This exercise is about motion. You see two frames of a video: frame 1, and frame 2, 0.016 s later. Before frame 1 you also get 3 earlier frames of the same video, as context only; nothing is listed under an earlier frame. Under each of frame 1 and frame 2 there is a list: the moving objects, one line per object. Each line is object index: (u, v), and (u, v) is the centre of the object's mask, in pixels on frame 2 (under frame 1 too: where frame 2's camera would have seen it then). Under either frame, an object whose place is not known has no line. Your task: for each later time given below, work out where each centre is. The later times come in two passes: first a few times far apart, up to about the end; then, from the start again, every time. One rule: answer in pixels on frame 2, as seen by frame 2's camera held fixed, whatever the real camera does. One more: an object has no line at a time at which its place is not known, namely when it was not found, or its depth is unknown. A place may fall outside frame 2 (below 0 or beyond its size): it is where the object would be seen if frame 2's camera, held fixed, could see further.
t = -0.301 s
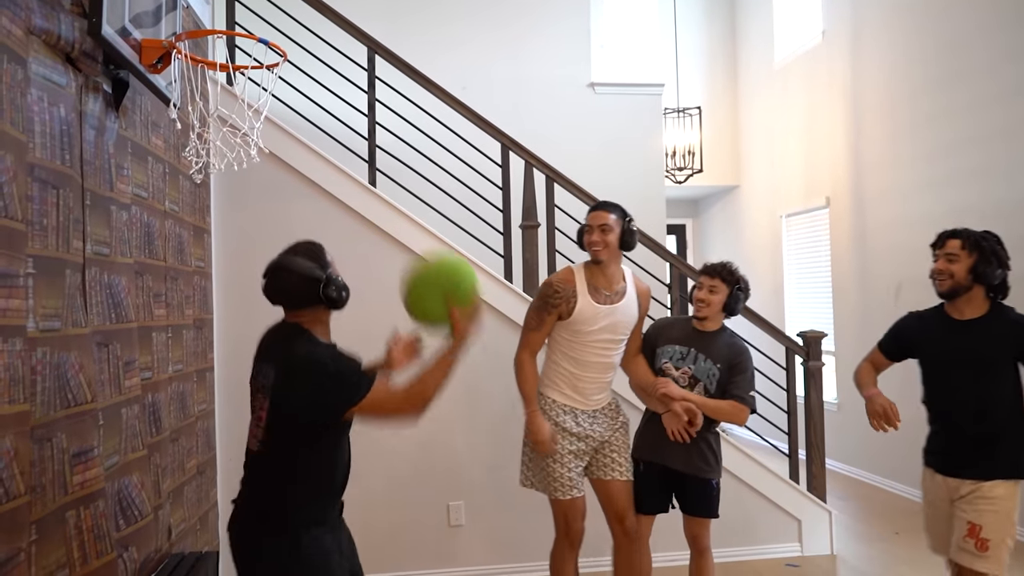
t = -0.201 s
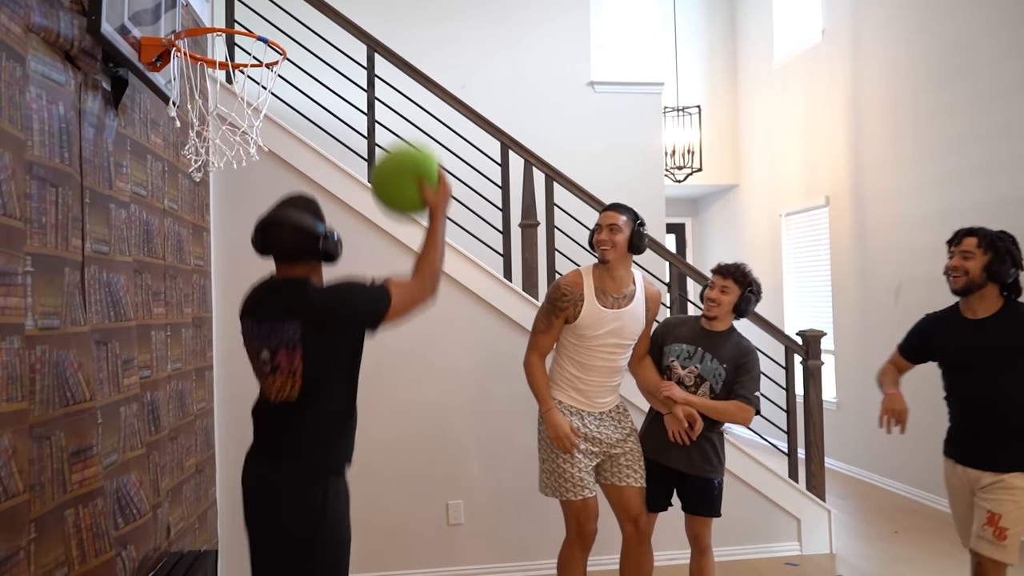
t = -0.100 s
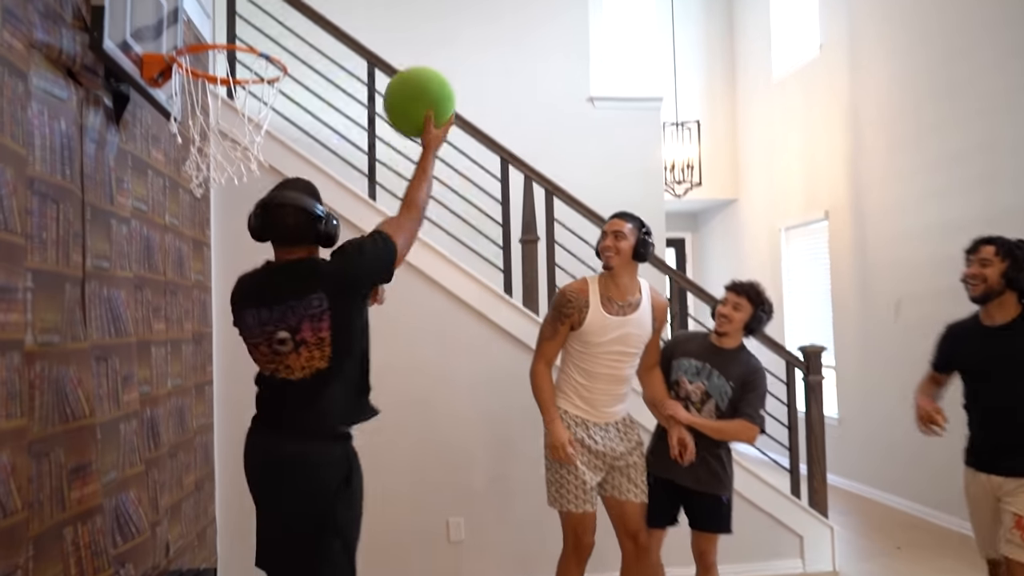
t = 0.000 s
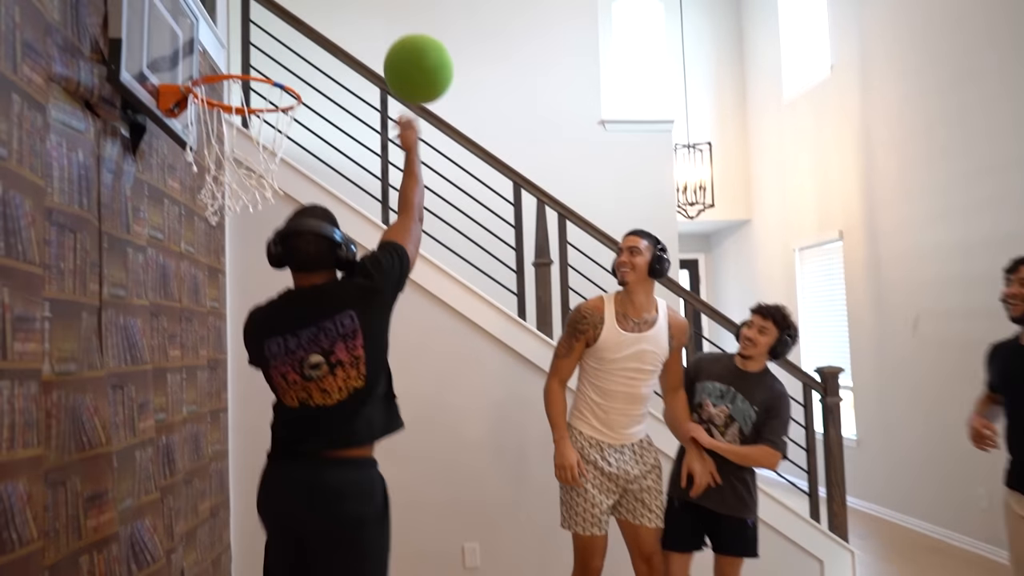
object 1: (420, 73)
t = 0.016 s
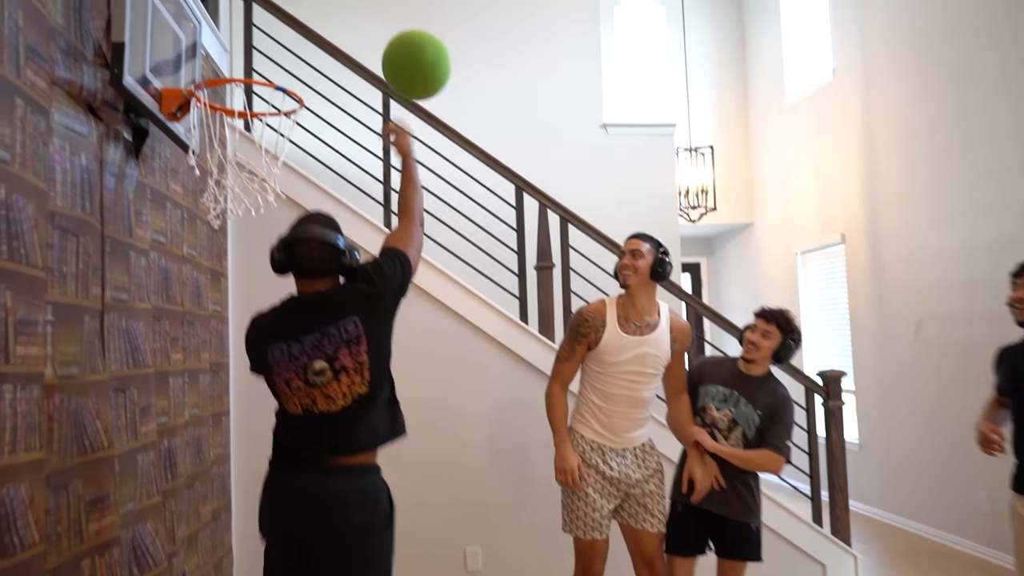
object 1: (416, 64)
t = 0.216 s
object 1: (369, 29)
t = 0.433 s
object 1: (327, 104)
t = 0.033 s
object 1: (412, 57)
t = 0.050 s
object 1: (407, 51)
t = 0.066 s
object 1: (403, 45)
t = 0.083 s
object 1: (399, 41)
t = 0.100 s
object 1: (396, 37)
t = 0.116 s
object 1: (392, 33)
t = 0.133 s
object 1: (388, 31)
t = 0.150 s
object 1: (384, 29)
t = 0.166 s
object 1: (380, 28)
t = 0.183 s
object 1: (377, 27)
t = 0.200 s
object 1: (373, 28)
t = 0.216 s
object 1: (369, 29)
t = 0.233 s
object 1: (366, 30)
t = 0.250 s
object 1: (362, 33)
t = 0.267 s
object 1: (359, 36)
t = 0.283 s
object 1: (355, 40)
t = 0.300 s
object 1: (352, 44)
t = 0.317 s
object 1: (349, 49)
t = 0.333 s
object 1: (345, 55)
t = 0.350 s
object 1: (342, 61)
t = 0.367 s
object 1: (339, 68)
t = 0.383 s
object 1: (336, 76)
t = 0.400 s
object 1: (333, 84)
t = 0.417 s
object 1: (330, 93)
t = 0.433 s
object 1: (327, 104)
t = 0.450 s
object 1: (326, 114)
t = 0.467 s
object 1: (322, 126)
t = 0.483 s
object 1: (319, 137)
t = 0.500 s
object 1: (315, 149)
